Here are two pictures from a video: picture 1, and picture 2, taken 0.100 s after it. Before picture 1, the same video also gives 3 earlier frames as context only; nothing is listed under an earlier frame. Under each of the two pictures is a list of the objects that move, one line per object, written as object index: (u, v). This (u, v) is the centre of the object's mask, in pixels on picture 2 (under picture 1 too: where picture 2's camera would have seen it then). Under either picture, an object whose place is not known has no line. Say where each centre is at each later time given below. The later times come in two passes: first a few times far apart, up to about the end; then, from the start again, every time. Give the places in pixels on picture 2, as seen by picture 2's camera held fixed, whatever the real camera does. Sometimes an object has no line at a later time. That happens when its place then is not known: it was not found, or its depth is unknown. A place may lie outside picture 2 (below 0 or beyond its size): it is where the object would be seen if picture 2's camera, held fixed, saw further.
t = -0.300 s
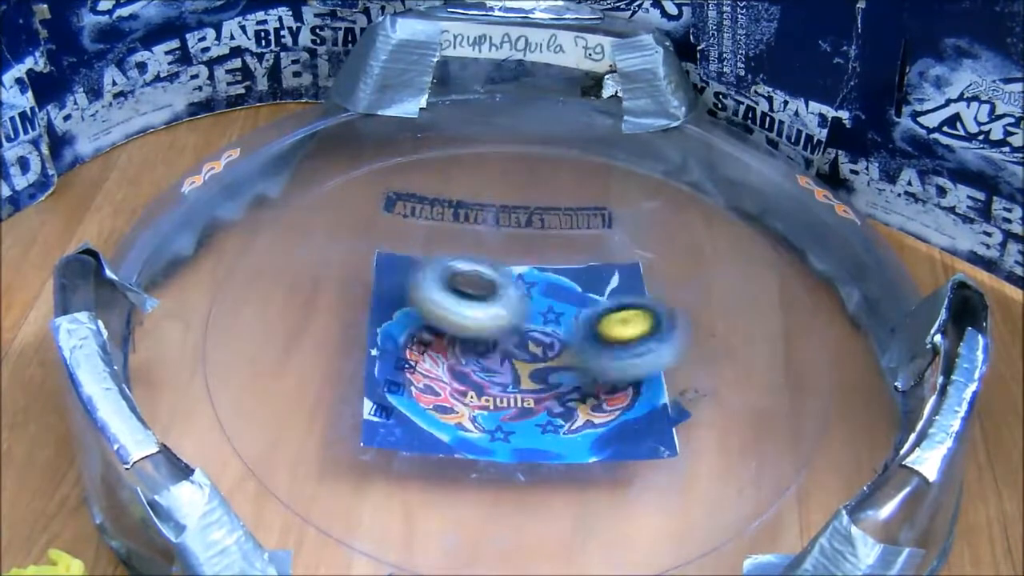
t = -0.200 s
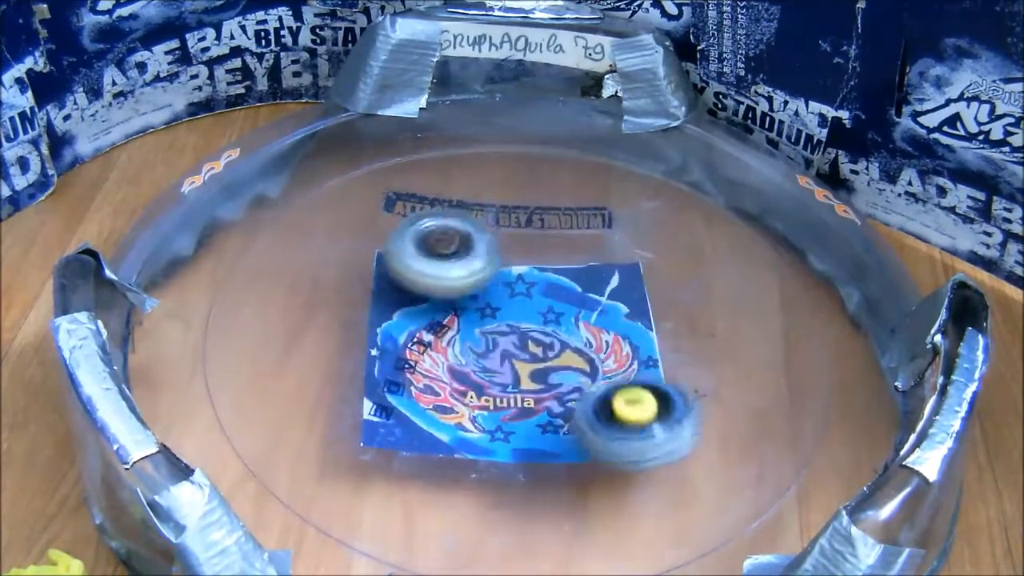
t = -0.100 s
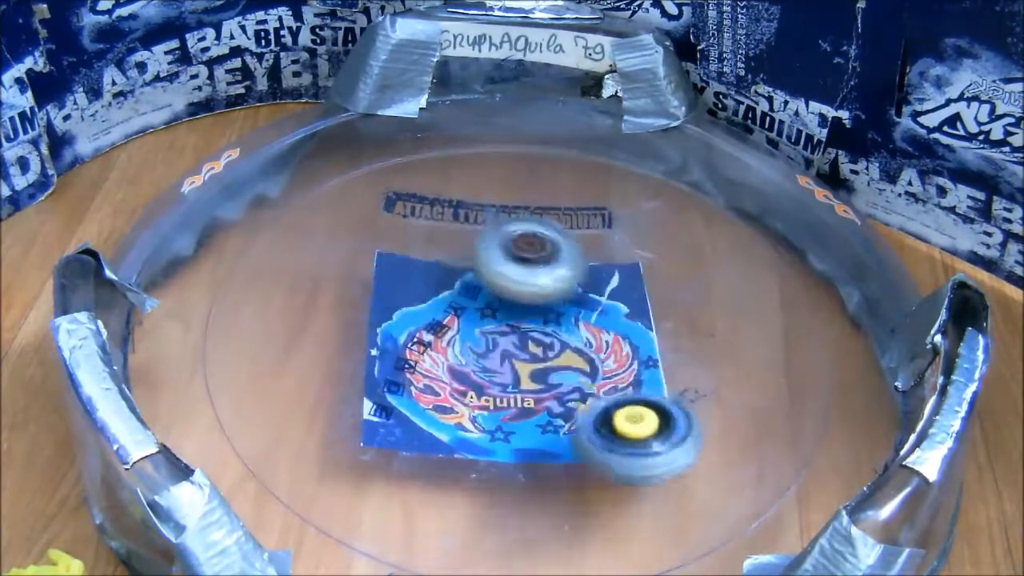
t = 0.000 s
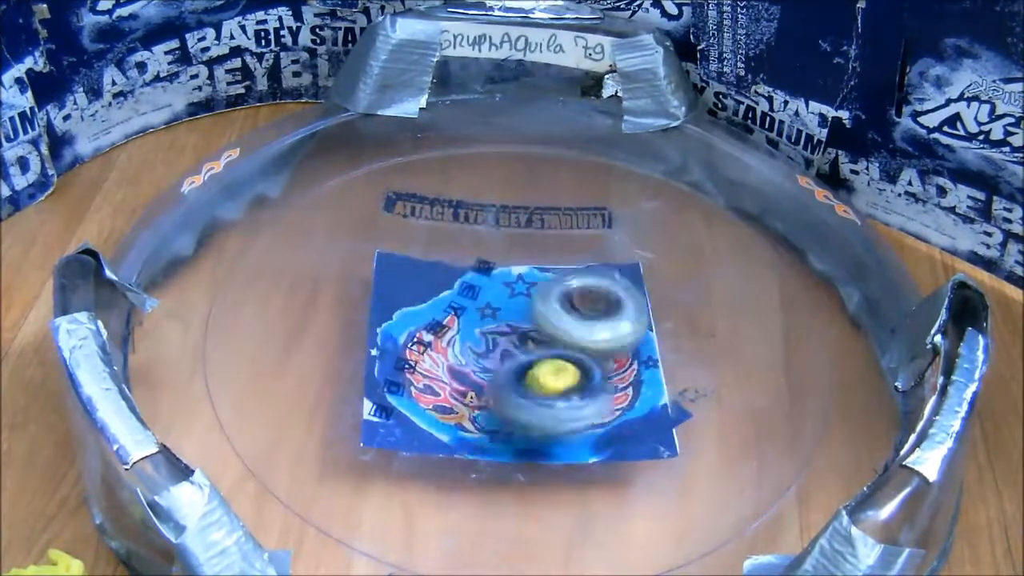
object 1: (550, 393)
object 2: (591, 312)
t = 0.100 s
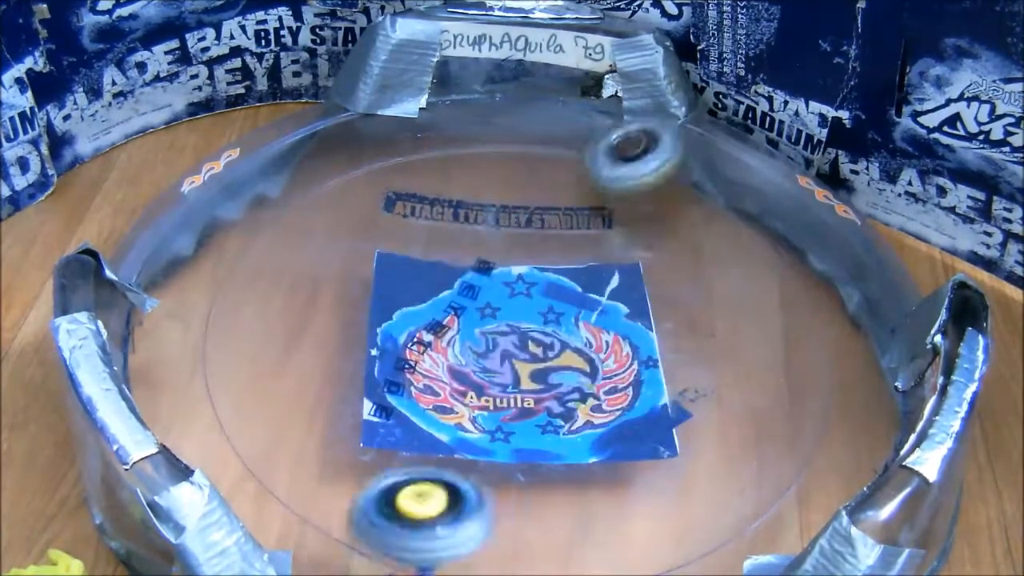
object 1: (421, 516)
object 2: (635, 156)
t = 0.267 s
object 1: (393, 448)
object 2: (614, 233)
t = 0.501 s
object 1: (403, 263)
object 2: (535, 381)
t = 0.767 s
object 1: (524, 235)
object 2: (656, 394)
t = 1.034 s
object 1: (587, 303)
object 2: (498, 386)
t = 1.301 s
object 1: (618, 404)
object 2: (400, 304)
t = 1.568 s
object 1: (560, 362)
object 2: (449, 264)
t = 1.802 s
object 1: (518, 410)
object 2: (513, 172)
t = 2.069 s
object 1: (575, 405)
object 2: (567, 175)
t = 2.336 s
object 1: (544, 343)
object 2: (575, 234)
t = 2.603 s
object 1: (510, 348)
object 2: (622, 246)
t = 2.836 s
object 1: (516, 359)
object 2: (678, 271)
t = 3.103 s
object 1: (509, 297)
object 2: (630, 334)
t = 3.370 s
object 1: (471, 281)
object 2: (549, 383)
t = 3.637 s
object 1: (541, 310)
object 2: (487, 392)
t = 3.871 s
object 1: (582, 292)
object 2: (488, 349)
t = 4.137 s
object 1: (587, 250)
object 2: (429, 318)
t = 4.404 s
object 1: (644, 262)
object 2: (321, 317)
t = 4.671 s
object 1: (633, 295)
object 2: (345, 324)
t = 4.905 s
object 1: (575, 311)
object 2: (505, 350)
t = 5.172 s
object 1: (582, 281)
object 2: (536, 356)
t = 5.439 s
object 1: (545, 272)
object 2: (555, 345)
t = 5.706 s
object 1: (495, 289)
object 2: (571, 339)
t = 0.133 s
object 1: (439, 515)
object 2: (645, 150)
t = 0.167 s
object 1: (447, 508)
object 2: (653, 162)
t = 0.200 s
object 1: (442, 496)
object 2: (653, 180)
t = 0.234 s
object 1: (421, 474)
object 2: (640, 205)
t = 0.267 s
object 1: (393, 448)
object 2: (614, 233)
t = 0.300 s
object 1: (372, 420)
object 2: (585, 261)
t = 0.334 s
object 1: (369, 393)
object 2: (558, 283)
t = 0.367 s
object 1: (380, 366)
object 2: (535, 304)
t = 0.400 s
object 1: (399, 342)
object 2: (515, 324)
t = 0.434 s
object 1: (396, 315)
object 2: (526, 343)
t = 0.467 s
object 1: (402, 289)
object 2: (530, 361)
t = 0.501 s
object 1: (403, 263)
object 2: (535, 381)
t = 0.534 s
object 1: (410, 238)
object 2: (549, 399)
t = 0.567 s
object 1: (415, 215)
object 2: (566, 411)
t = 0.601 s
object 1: (421, 199)
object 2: (588, 423)
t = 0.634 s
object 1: (432, 188)
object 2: (607, 426)
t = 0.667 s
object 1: (444, 189)
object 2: (626, 426)
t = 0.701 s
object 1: (463, 199)
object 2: (644, 418)
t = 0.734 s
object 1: (494, 218)
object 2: (654, 407)
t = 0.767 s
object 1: (524, 235)
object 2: (656, 394)
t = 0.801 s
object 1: (556, 252)
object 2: (653, 379)
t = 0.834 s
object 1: (588, 268)
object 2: (642, 361)
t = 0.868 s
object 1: (610, 256)
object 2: (638, 381)
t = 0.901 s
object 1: (613, 238)
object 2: (624, 406)
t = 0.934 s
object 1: (610, 239)
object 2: (596, 409)
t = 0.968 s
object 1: (600, 253)
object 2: (562, 404)
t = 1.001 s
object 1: (590, 276)
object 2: (529, 396)
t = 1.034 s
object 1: (587, 303)
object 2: (498, 386)
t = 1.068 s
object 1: (586, 327)
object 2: (470, 375)
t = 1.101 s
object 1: (590, 353)
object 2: (445, 360)
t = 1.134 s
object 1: (598, 376)
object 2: (424, 344)
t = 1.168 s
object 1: (603, 384)
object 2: (416, 335)
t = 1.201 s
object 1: (606, 395)
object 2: (410, 327)
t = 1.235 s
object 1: (611, 401)
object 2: (404, 319)
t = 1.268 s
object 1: (614, 402)
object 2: (401, 311)
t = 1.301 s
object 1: (618, 404)
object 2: (400, 304)
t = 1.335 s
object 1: (617, 403)
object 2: (400, 298)
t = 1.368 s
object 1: (618, 401)
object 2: (401, 290)
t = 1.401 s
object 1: (616, 398)
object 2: (406, 283)
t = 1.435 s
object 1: (610, 393)
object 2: (412, 277)
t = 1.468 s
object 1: (599, 387)
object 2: (420, 272)
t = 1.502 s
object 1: (588, 377)
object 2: (427, 268)
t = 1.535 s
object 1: (575, 370)
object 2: (438, 265)
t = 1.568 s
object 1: (560, 362)
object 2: (449, 264)
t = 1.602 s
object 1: (546, 354)
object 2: (461, 262)
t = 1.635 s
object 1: (531, 345)
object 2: (475, 262)
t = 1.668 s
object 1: (519, 348)
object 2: (484, 256)
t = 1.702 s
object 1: (516, 371)
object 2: (492, 225)
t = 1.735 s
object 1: (514, 390)
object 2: (497, 199)
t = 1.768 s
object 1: (515, 400)
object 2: (505, 182)
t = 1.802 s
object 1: (518, 410)
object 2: (513, 172)
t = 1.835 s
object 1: (523, 420)
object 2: (520, 166)
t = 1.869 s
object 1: (529, 427)
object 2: (529, 162)
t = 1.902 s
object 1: (536, 432)
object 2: (537, 161)
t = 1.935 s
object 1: (545, 433)
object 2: (544, 161)
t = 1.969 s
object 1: (555, 432)
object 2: (551, 161)
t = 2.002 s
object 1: (565, 424)
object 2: (558, 165)
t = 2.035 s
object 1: (571, 415)
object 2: (563, 168)
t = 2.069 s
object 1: (575, 405)
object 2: (567, 175)
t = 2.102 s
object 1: (576, 394)
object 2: (570, 184)
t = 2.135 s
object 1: (575, 383)
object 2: (571, 194)
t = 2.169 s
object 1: (571, 370)
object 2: (572, 206)
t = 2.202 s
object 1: (568, 358)
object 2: (572, 218)
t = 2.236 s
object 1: (564, 344)
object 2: (572, 231)
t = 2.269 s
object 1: (560, 332)
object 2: (572, 240)
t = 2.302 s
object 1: (554, 336)
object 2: (575, 244)
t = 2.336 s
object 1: (544, 343)
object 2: (575, 234)
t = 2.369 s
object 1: (533, 349)
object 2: (575, 228)
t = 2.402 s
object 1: (525, 353)
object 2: (573, 229)
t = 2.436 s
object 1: (522, 353)
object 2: (575, 234)
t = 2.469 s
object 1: (521, 350)
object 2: (579, 244)
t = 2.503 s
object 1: (524, 343)
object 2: (584, 253)
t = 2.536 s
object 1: (526, 339)
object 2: (588, 262)
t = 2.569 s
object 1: (519, 343)
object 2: (606, 257)
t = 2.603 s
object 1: (510, 348)
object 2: (622, 246)
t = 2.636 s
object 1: (504, 354)
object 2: (634, 243)
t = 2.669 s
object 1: (501, 358)
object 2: (643, 245)
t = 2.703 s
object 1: (503, 363)
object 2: (653, 248)
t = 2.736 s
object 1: (504, 363)
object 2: (661, 252)
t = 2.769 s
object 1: (507, 363)
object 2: (668, 259)
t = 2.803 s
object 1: (510, 362)
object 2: (675, 264)
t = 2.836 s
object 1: (516, 359)
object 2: (678, 271)
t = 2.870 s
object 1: (519, 354)
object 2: (678, 280)
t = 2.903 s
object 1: (521, 348)
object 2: (676, 287)
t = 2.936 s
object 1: (521, 341)
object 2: (672, 296)
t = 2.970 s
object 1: (524, 331)
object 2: (666, 304)
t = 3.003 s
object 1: (521, 322)
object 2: (659, 312)
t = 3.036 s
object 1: (521, 311)
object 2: (649, 320)
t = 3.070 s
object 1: (515, 304)
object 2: (640, 328)
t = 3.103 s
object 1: (509, 297)
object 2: (630, 334)
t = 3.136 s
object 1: (503, 289)
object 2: (620, 342)
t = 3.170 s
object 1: (497, 282)
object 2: (610, 349)
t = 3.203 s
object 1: (489, 276)
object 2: (599, 356)
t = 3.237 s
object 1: (483, 273)
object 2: (589, 363)
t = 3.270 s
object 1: (476, 274)
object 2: (579, 370)
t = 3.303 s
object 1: (472, 274)
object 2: (569, 374)
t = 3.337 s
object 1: (471, 277)
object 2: (559, 379)
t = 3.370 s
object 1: (471, 281)
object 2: (549, 383)
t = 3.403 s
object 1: (474, 287)
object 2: (540, 386)
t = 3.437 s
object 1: (479, 292)
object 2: (531, 390)
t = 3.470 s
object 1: (486, 297)
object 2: (523, 393)
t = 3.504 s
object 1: (495, 301)
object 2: (514, 395)
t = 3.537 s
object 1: (507, 305)
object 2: (506, 396)
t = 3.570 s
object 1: (518, 309)
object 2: (499, 396)
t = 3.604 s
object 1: (531, 310)
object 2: (492, 395)
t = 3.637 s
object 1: (541, 310)
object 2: (487, 392)
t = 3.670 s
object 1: (553, 309)
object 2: (482, 386)
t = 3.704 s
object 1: (565, 306)
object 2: (481, 381)
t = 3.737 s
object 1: (573, 302)
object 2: (482, 374)
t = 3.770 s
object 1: (579, 302)
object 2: (483, 367)
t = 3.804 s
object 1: (582, 297)
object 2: (485, 361)
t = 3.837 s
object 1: (583, 295)
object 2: (488, 354)
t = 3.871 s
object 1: (582, 292)
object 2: (488, 349)
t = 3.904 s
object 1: (595, 279)
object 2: (473, 350)
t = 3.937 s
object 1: (604, 270)
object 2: (458, 350)
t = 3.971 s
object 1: (610, 263)
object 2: (449, 346)
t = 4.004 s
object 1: (609, 257)
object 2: (442, 342)
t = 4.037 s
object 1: (608, 250)
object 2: (437, 335)
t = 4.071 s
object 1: (603, 249)
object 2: (432, 329)
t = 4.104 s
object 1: (596, 248)
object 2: (430, 324)
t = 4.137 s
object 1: (587, 250)
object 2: (429, 318)
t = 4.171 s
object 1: (576, 255)
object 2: (430, 312)
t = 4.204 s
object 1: (568, 262)
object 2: (433, 306)
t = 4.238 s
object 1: (562, 271)
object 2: (438, 302)
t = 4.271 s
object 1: (556, 278)
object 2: (441, 300)
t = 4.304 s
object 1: (589, 270)
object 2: (399, 306)
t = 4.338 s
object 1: (613, 265)
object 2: (359, 310)
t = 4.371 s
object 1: (632, 262)
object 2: (334, 312)
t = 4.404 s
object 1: (644, 262)
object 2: (321, 317)
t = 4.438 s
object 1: (650, 260)
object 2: (315, 321)
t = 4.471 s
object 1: (654, 261)
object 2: (314, 322)
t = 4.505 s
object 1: (654, 265)
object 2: (316, 324)
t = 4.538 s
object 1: (653, 268)
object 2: (318, 324)
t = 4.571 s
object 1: (651, 274)
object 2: (320, 322)
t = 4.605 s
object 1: (645, 281)
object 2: (324, 322)
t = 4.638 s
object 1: (638, 288)
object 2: (332, 323)
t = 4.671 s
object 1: (633, 295)
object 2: (345, 324)
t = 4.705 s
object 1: (623, 300)
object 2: (362, 326)
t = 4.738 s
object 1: (613, 302)
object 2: (381, 327)
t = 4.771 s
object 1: (602, 307)
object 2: (405, 328)
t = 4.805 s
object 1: (591, 311)
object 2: (429, 330)
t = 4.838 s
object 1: (580, 313)
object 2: (470, 338)
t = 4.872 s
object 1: (575, 313)
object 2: (495, 345)
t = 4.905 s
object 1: (575, 311)
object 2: (505, 350)
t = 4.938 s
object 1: (578, 310)
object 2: (515, 358)
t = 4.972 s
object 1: (577, 307)
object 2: (519, 363)
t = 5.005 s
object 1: (585, 304)
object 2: (524, 366)
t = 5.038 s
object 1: (583, 303)
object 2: (530, 365)
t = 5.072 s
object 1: (580, 298)
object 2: (535, 364)
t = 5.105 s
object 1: (579, 291)
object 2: (537, 361)
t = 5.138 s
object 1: (580, 286)
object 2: (538, 359)
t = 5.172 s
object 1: (582, 281)
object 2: (536, 356)
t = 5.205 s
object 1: (582, 277)
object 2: (539, 354)
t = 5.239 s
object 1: (579, 273)
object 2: (539, 354)
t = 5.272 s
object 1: (576, 272)
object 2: (539, 352)
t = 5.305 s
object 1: (571, 271)
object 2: (539, 352)
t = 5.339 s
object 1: (567, 272)
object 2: (539, 350)
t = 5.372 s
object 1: (561, 271)
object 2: (542, 349)
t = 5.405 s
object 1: (557, 271)
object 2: (544, 348)
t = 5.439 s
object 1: (545, 272)
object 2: (555, 345)
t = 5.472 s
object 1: (538, 276)
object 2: (567, 342)
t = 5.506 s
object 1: (528, 279)
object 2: (567, 339)
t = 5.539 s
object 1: (523, 281)
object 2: (569, 340)
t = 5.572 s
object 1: (517, 281)
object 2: (572, 339)
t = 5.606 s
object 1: (513, 282)
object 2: (570, 339)
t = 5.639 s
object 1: (506, 286)
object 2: (571, 340)
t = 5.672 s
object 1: (499, 287)
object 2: (570, 339)
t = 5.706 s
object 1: (495, 289)
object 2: (571, 339)
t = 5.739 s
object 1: (487, 290)
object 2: (571, 339)
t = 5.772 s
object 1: (485, 293)
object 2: (572, 337)
